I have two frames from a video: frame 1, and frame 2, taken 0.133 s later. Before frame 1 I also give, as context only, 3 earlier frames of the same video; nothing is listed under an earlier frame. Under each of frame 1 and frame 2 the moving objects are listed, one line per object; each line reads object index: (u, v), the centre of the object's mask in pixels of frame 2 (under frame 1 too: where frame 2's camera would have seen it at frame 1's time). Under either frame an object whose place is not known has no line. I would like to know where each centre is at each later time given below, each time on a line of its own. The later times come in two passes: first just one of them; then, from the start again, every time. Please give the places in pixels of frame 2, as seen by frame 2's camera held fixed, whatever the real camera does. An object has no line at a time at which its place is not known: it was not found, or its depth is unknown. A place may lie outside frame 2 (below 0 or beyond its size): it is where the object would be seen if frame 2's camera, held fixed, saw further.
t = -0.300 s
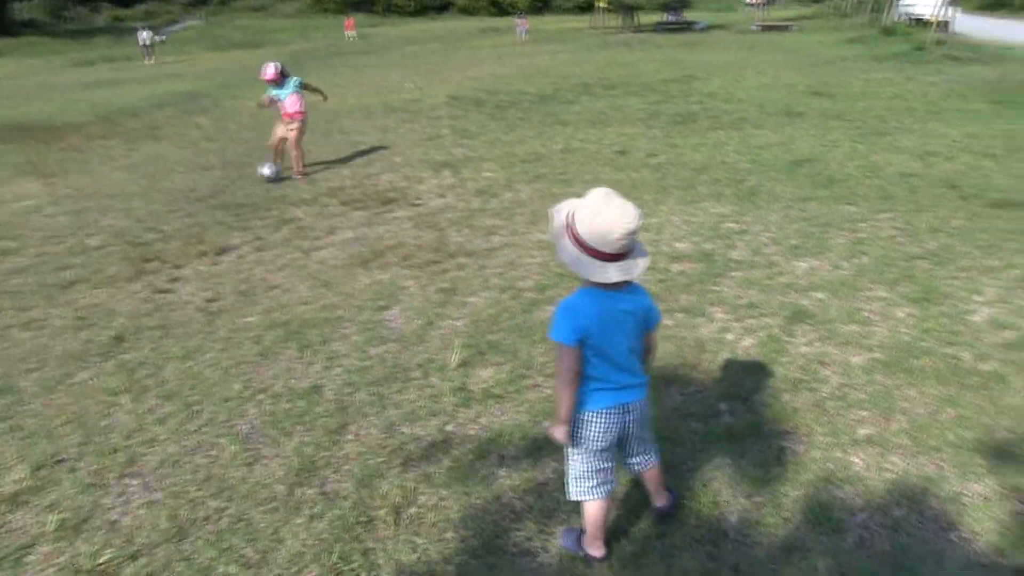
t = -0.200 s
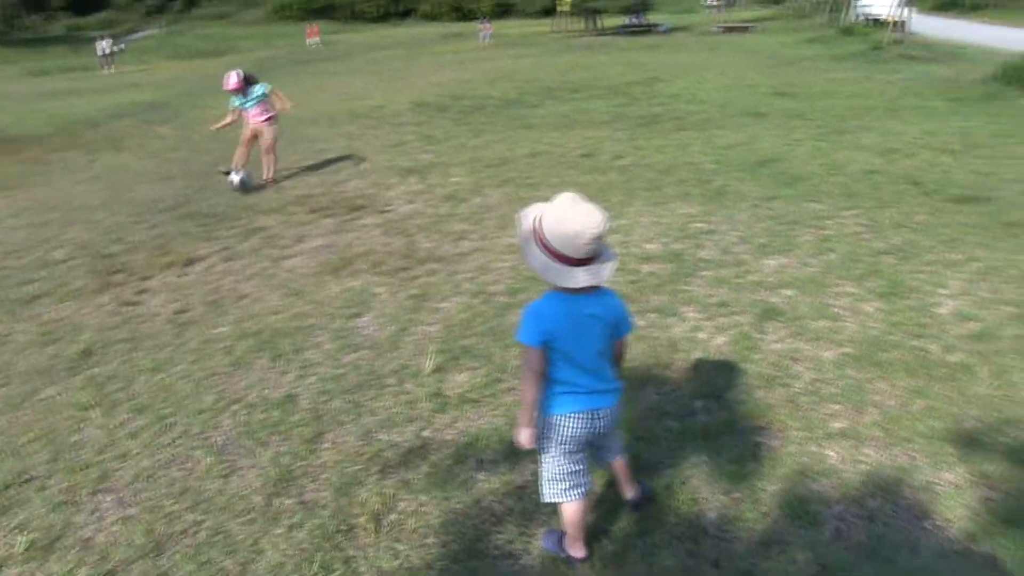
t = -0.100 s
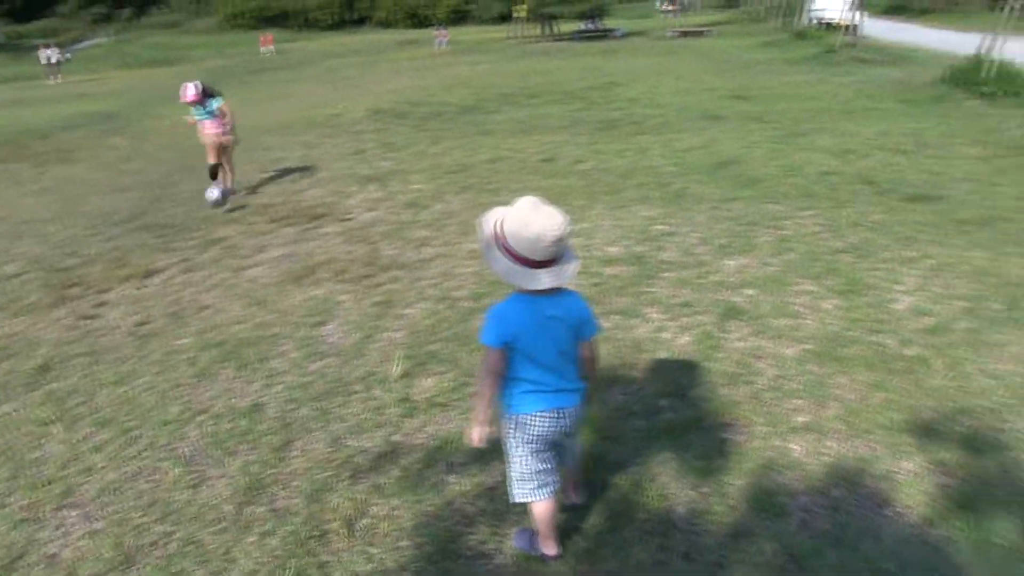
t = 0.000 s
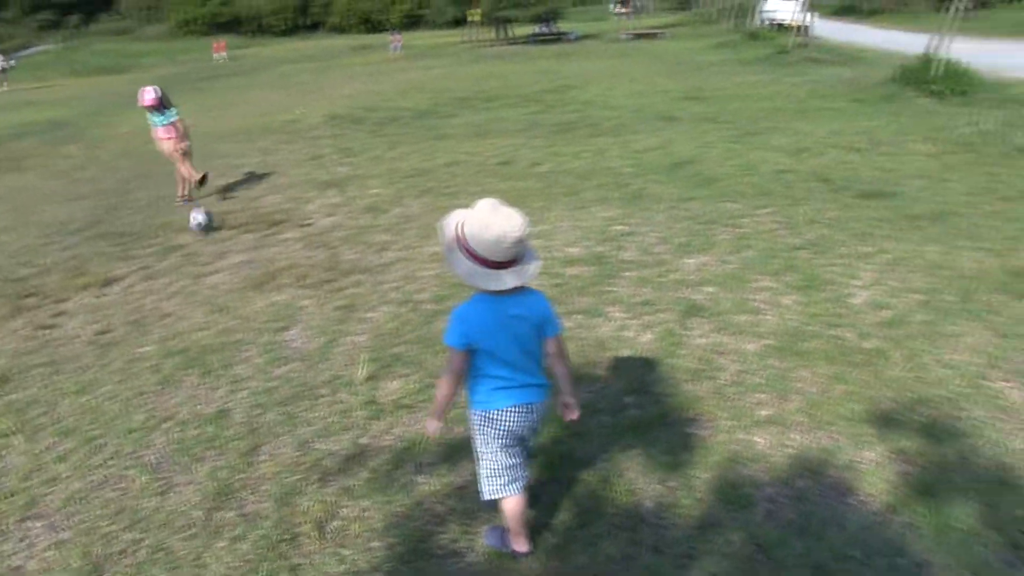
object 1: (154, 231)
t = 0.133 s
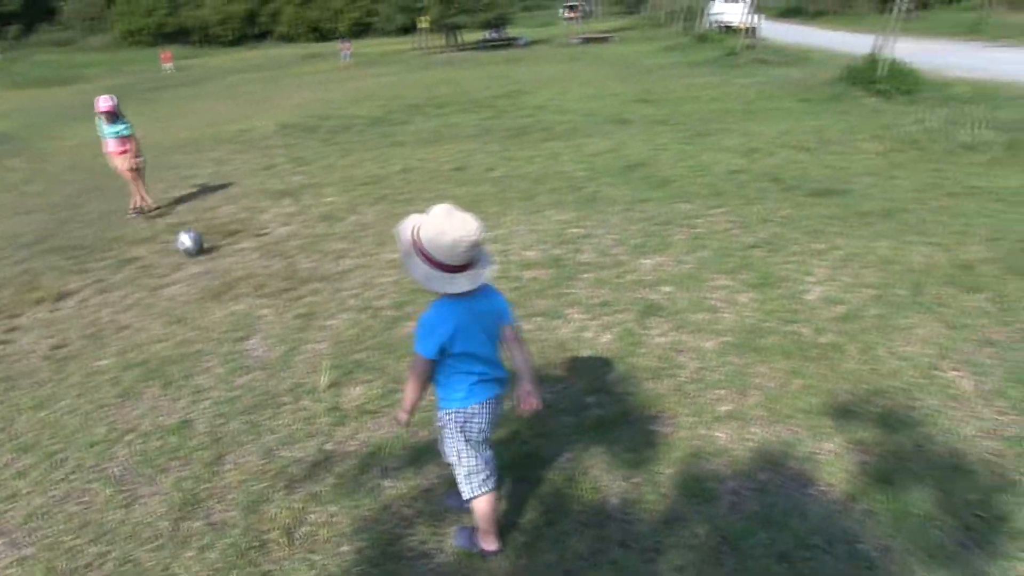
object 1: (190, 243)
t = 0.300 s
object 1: (234, 254)
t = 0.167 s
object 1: (199, 246)
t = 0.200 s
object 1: (207, 246)
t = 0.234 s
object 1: (217, 248)
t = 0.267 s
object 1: (225, 250)
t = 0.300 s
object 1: (234, 254)
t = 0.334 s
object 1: (244, 260)
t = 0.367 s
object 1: (254, 265)
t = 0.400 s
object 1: (263, 266)
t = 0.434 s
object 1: (271, 269)
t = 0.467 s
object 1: (281, 273)
